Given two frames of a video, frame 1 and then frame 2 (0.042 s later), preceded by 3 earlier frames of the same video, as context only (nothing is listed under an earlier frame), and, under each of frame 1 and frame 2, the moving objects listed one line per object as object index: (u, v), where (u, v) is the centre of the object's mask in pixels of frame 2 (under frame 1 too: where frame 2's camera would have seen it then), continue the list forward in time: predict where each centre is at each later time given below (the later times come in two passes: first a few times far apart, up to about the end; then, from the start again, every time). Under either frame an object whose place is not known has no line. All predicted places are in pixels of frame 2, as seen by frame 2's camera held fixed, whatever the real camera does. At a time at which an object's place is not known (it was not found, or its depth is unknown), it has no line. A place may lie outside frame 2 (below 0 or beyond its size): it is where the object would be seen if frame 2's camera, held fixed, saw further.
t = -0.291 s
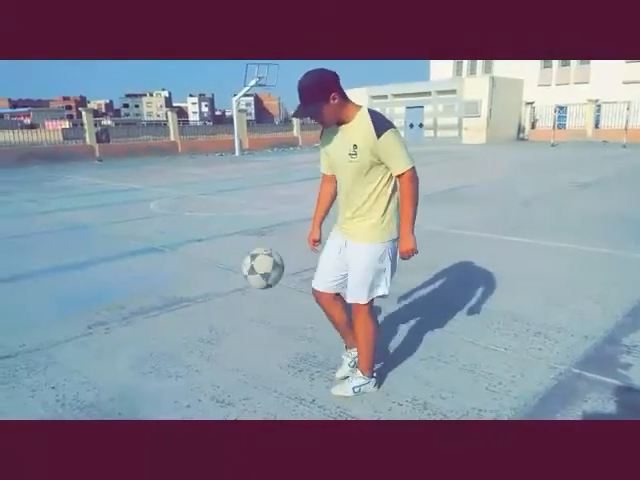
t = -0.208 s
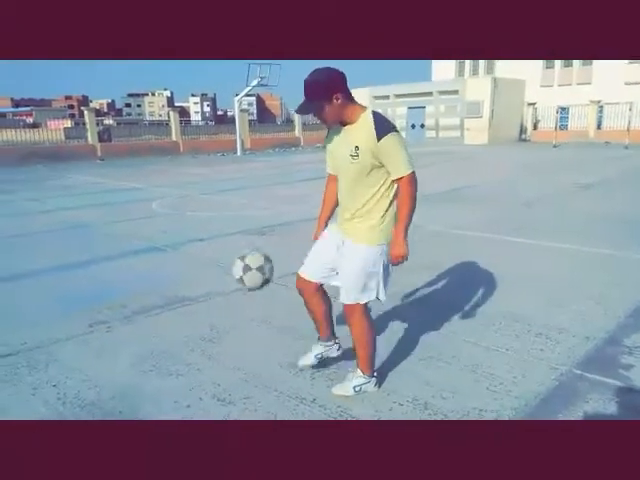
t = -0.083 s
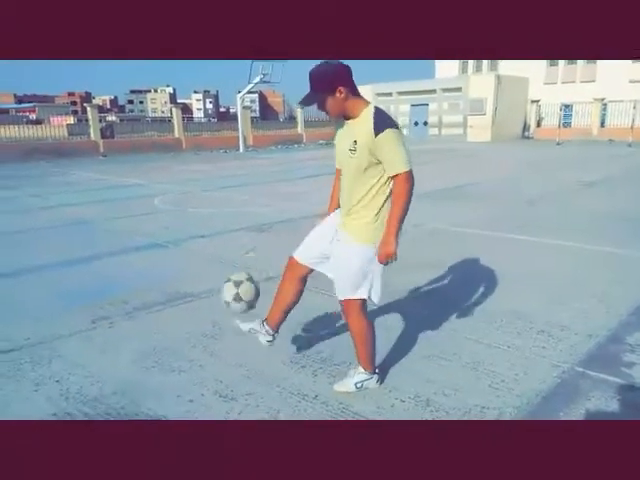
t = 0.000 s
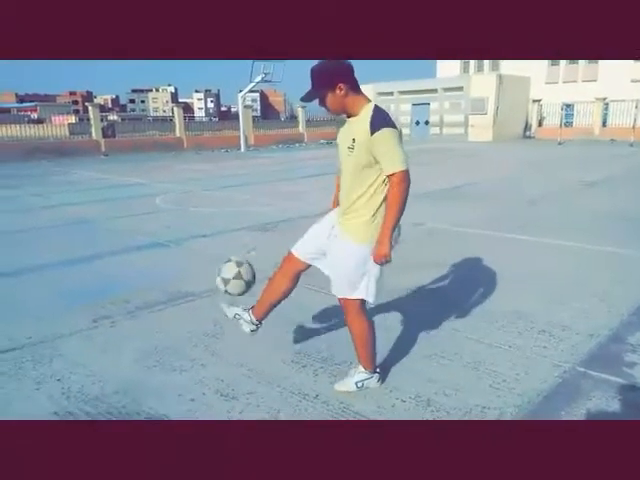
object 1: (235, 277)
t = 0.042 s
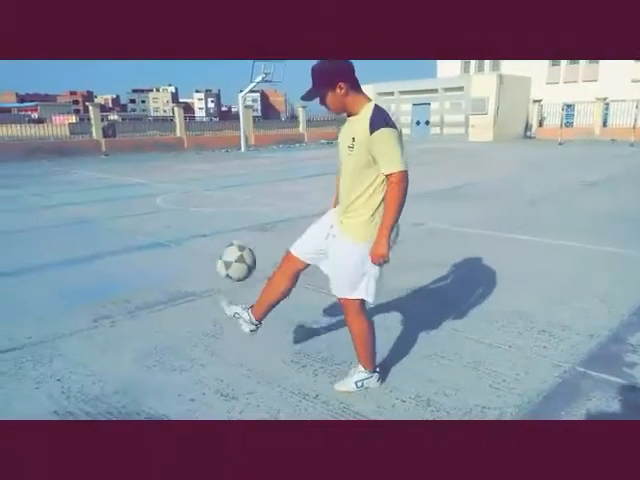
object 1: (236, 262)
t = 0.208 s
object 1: (239, 233)
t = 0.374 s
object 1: (245, 252)
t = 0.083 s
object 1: (236, 250)
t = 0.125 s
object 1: (237, 242)
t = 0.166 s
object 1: (238, 236)
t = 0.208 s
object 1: (239, 233)
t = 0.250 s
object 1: (240, 234)
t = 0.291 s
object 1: (241, 236)
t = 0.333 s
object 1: (243, 242)
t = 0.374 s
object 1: (245, 252)
